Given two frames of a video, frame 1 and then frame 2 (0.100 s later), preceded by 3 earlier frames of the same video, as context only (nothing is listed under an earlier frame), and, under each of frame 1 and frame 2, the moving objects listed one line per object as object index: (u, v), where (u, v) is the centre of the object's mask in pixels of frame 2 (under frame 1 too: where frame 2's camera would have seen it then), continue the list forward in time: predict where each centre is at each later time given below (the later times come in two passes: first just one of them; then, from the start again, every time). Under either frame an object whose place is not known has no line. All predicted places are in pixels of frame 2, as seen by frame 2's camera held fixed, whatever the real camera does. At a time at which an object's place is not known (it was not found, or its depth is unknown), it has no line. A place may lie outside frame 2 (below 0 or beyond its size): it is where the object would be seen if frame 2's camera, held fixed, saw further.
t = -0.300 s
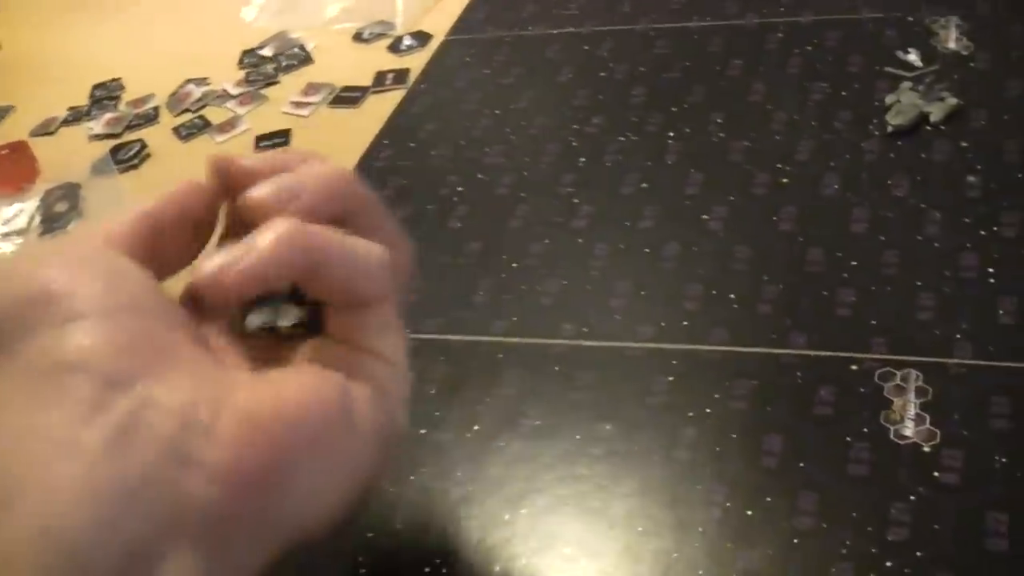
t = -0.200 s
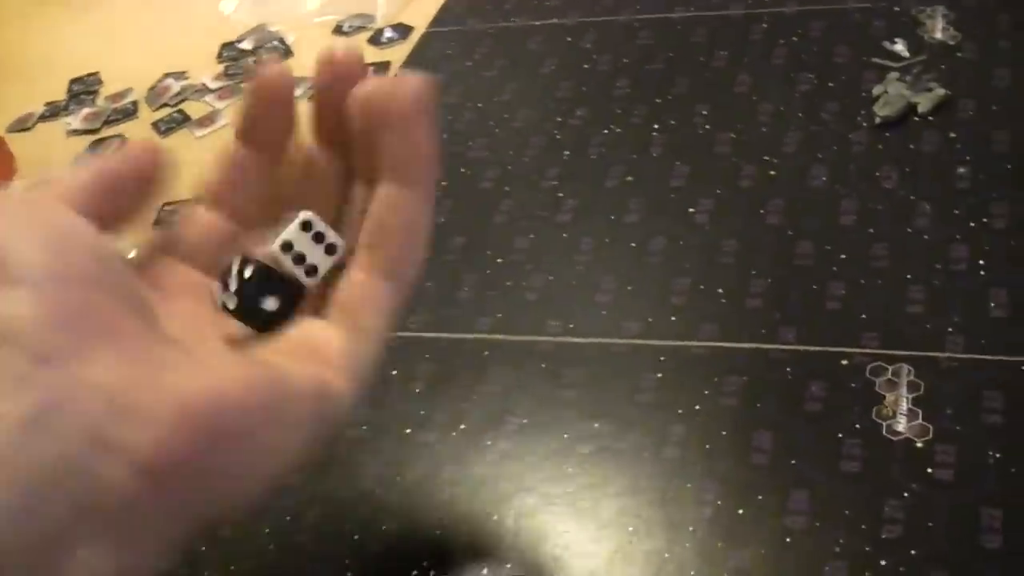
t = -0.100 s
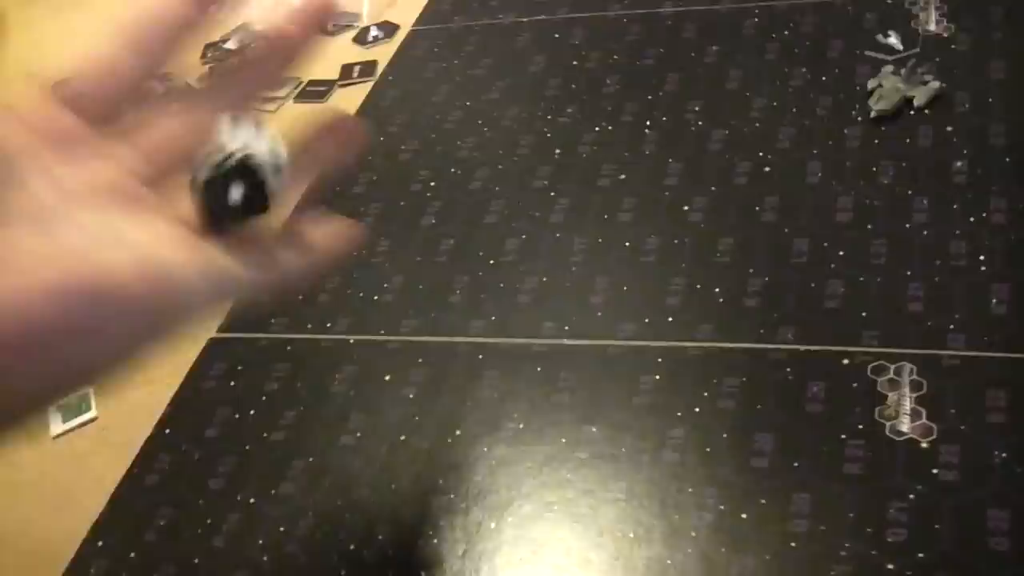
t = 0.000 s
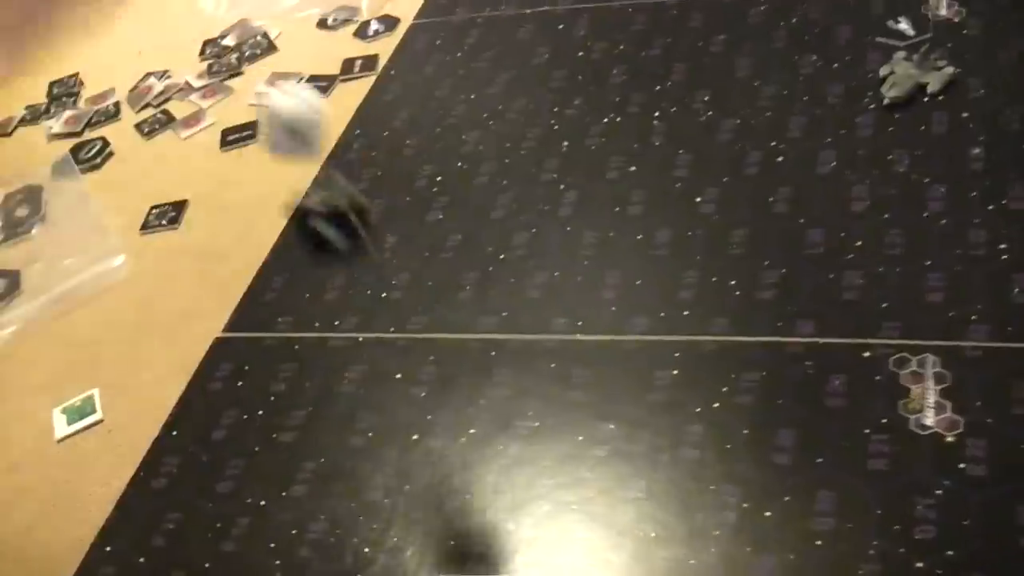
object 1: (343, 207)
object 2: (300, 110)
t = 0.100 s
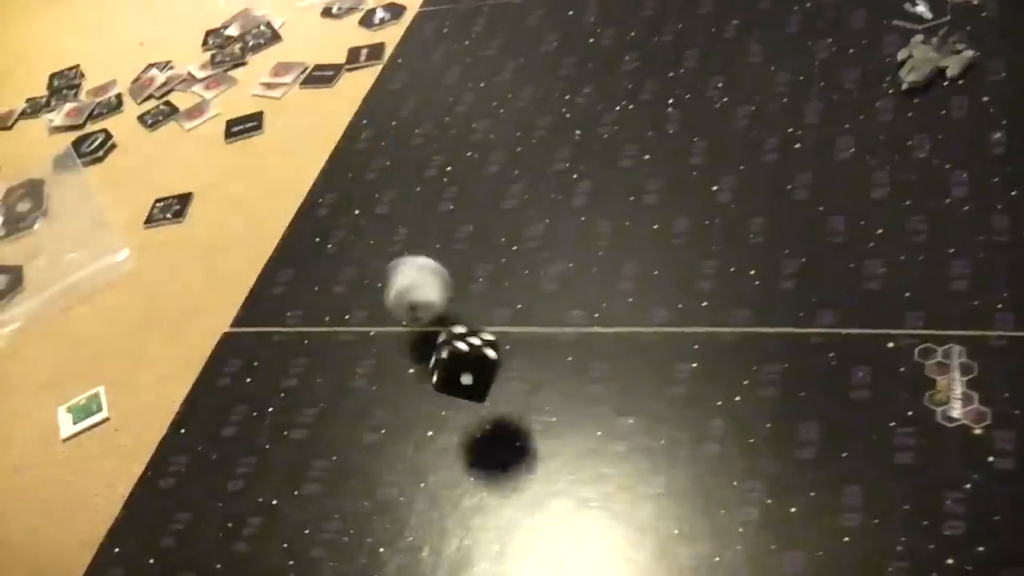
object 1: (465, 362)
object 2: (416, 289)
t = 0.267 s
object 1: (526, 420)
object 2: (339, 333)
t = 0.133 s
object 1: (474, 372)
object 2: (404, 292)
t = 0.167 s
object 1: (499, 410)
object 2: (389, 293)
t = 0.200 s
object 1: (515, 418)
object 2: (372, 307)
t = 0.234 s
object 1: (521, 421)
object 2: (354, 321)
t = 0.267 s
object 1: (526, 420)
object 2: (339, 333)
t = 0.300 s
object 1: (533, 418)
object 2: (329, 345)
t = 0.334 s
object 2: (323, 350)
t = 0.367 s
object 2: (321, 351)
